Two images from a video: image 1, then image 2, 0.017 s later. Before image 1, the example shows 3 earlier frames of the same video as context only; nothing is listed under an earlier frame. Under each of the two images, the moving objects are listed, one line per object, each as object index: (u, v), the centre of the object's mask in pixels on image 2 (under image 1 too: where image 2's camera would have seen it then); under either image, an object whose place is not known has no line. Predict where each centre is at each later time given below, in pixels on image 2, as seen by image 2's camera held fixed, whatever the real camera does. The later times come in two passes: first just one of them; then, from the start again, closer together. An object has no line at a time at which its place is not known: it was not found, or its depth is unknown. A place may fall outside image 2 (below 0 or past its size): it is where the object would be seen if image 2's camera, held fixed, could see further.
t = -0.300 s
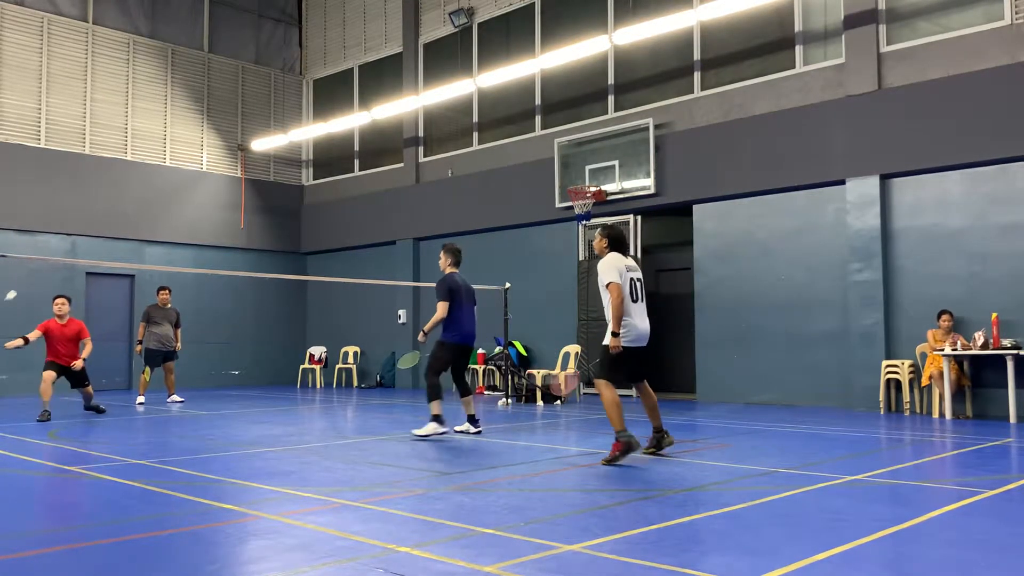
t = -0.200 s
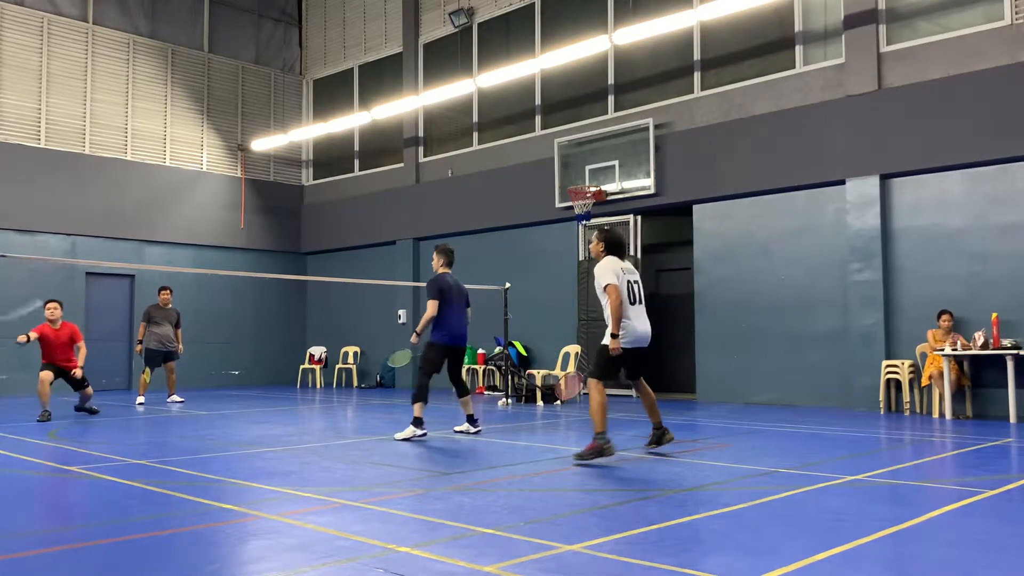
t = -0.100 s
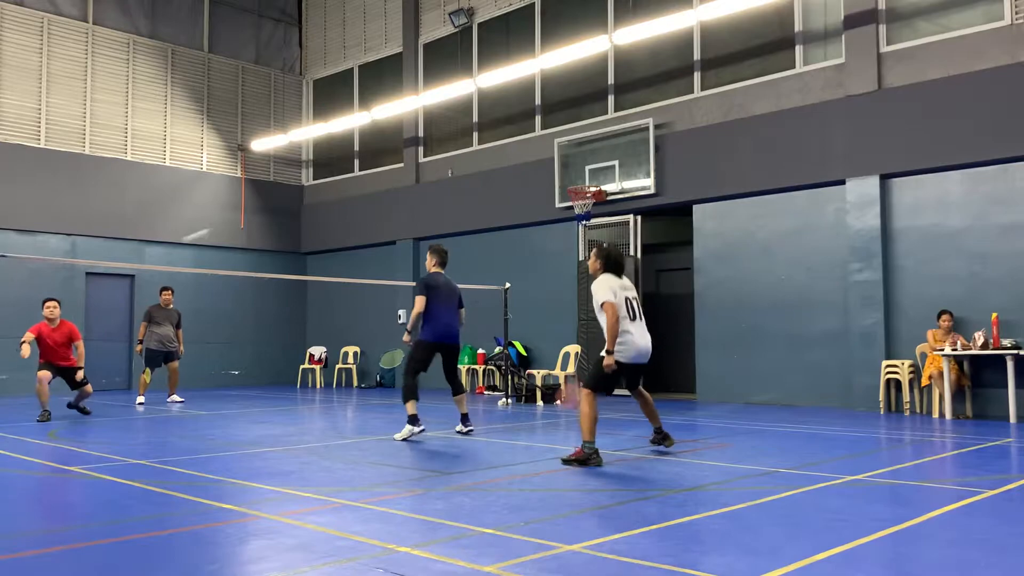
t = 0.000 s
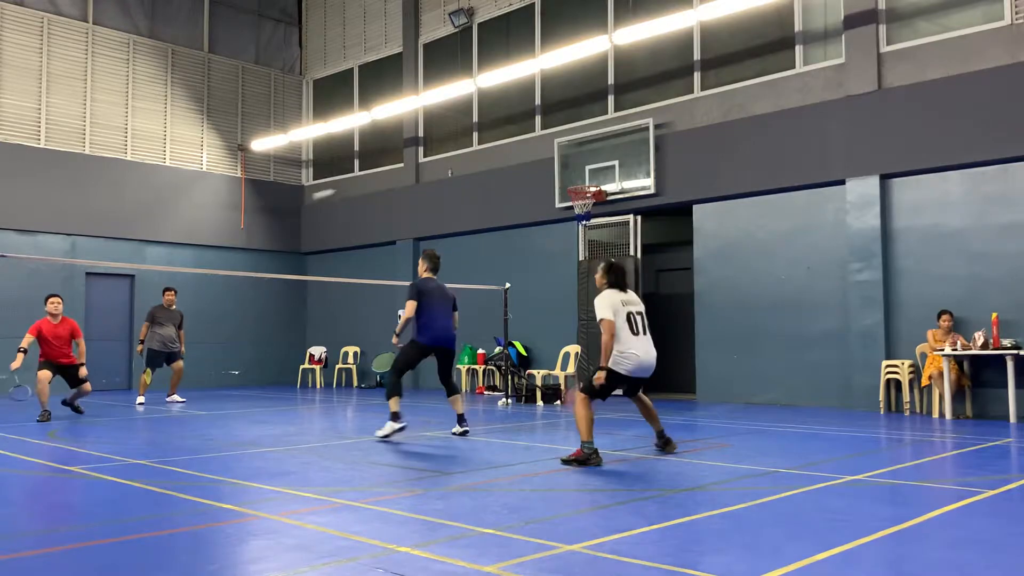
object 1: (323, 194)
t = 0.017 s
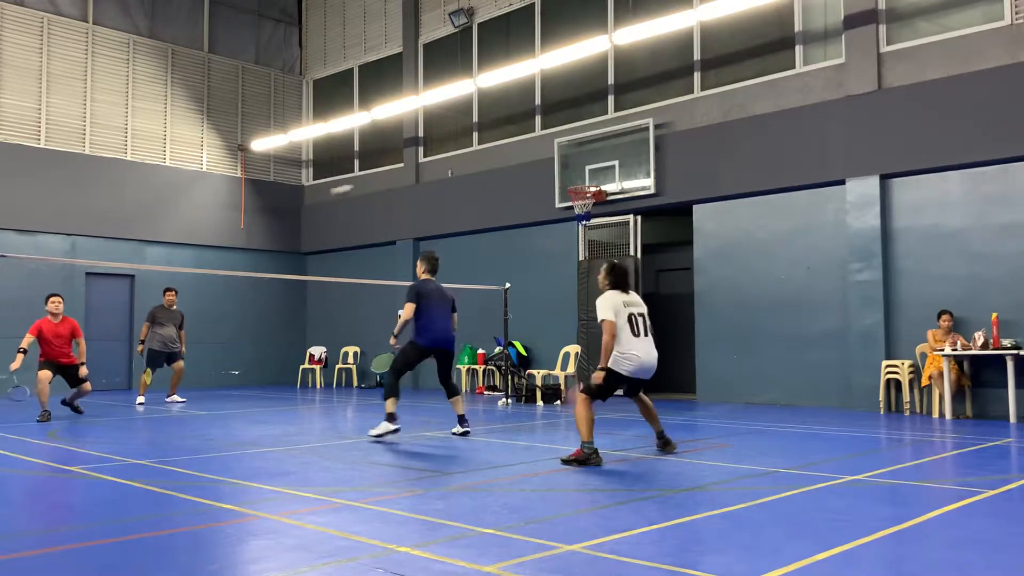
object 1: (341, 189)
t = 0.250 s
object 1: (543, 160)
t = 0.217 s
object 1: (518, 160)
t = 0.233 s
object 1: (530, 160)
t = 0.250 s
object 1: (543, 160)
